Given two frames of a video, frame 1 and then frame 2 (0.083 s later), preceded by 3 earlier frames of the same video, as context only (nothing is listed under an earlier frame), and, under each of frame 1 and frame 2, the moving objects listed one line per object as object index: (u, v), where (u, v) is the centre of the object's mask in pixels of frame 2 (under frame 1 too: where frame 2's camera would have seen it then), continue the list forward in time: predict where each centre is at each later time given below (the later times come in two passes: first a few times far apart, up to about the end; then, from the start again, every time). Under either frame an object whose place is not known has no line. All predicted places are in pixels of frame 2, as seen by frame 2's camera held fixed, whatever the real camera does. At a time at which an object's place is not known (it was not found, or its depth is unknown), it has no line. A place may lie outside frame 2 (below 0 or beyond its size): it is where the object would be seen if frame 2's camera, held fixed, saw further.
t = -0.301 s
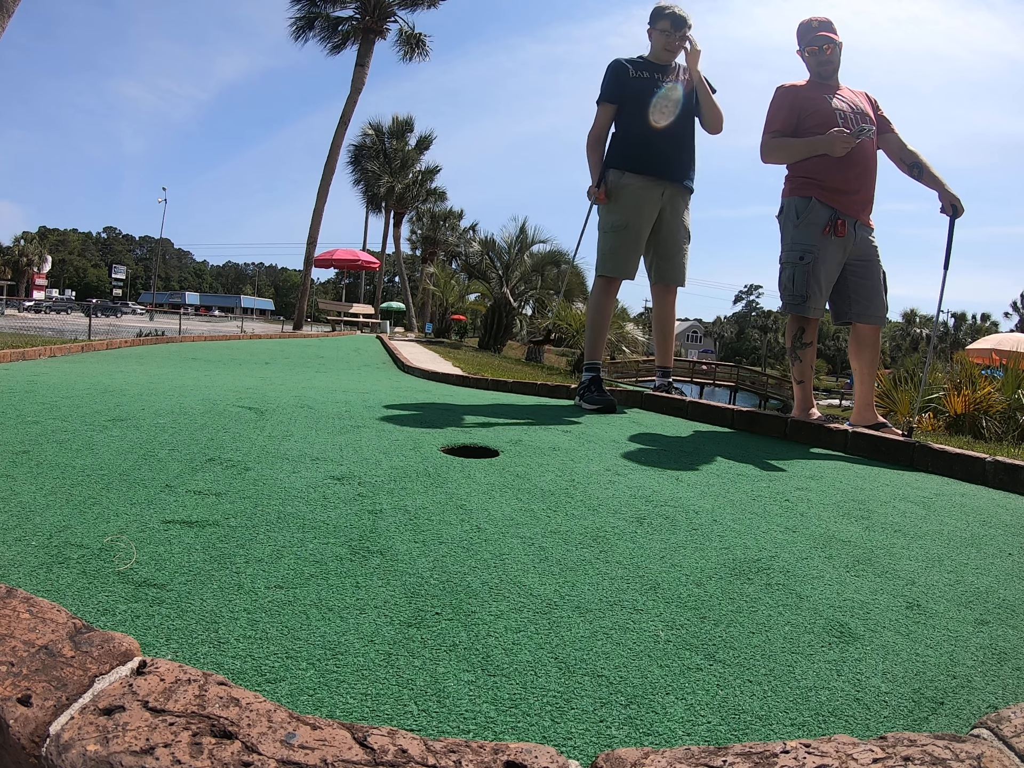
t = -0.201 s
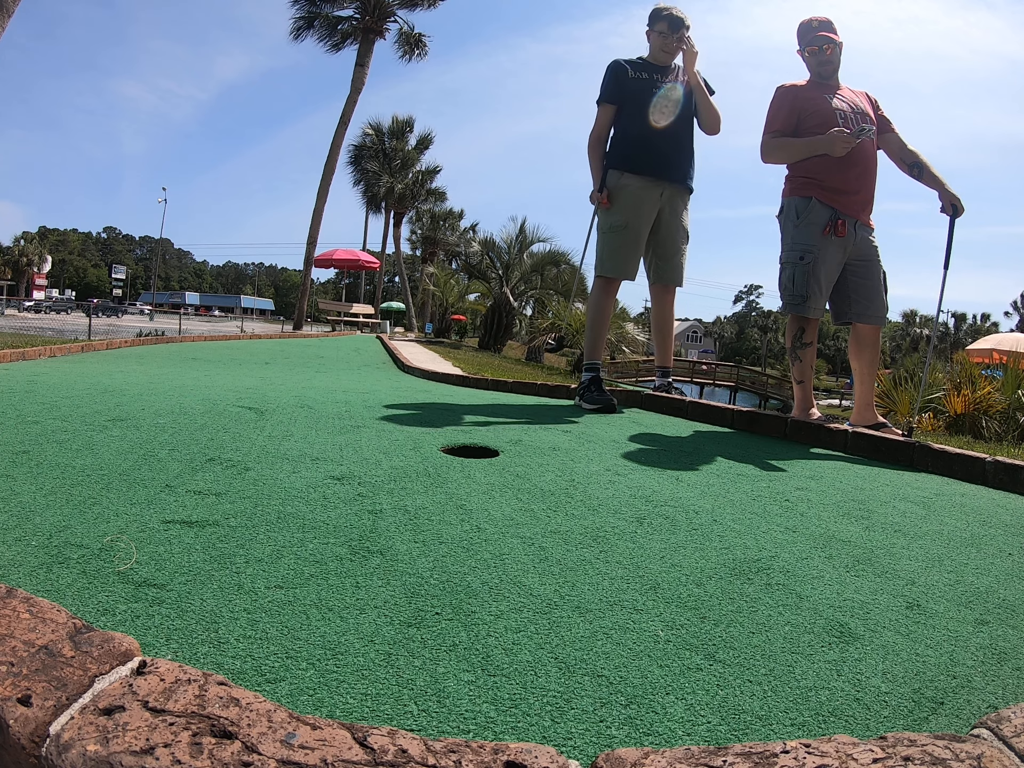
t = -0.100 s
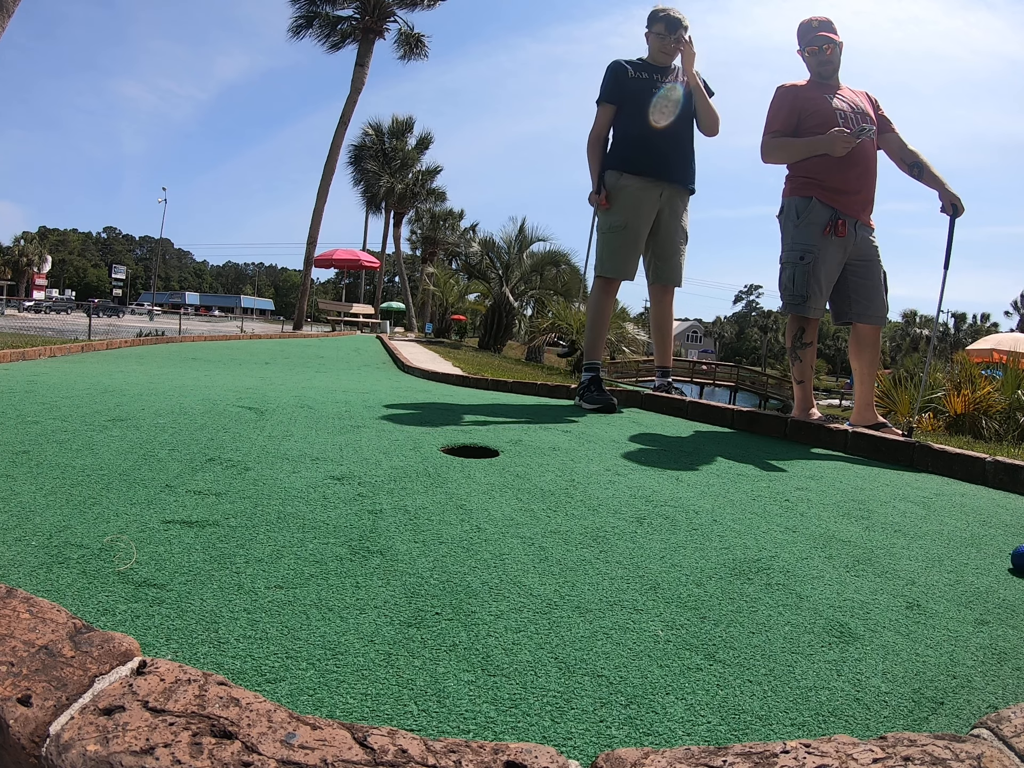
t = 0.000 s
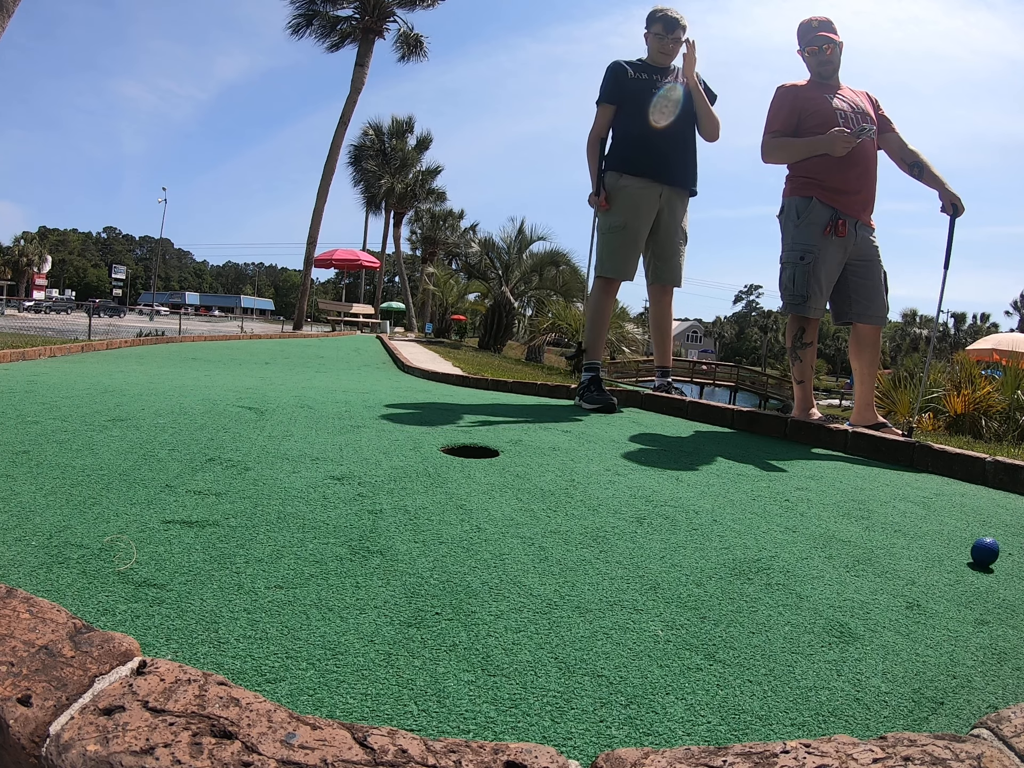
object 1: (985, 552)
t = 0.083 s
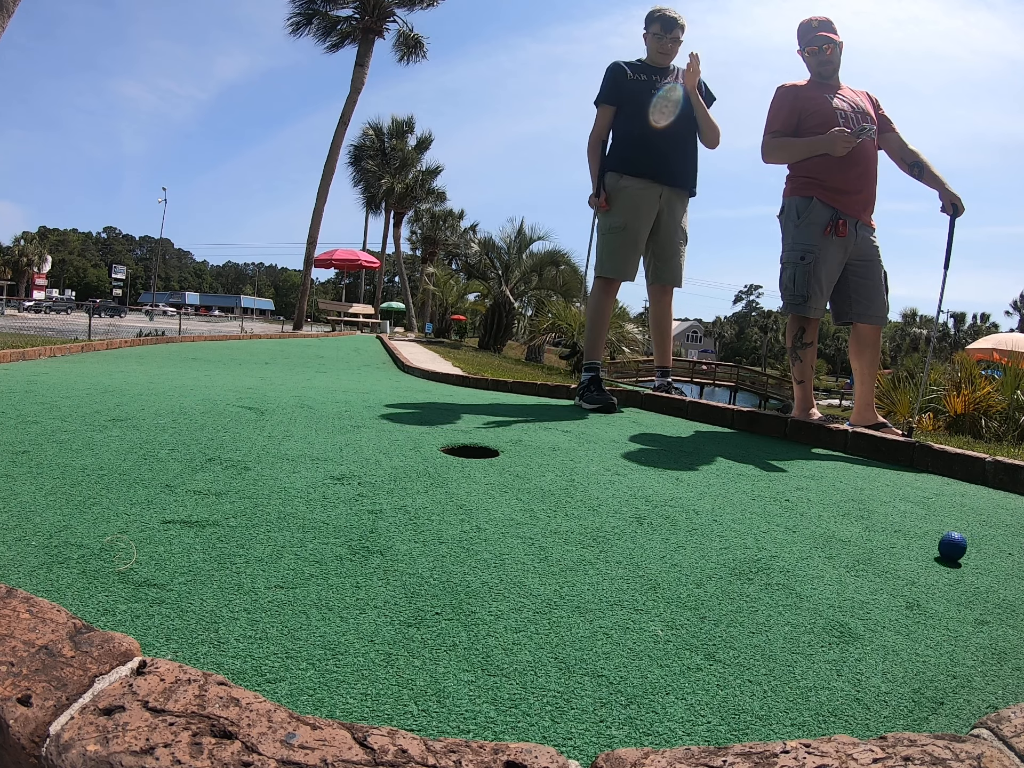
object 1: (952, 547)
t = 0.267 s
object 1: (886, 536)
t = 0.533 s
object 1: (805, 521)
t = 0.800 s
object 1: (744, 508)
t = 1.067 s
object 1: (702, 499)
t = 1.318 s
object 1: (681, 494)
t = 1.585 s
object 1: (674, 492)
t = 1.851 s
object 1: (674, 491)
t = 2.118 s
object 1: (674, 491)
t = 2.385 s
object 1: (674, 491)
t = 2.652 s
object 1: (674, 492)
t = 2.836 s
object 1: (674, 491)
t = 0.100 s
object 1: (946, 546)
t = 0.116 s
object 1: (940, 545)
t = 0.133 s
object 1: (933, 544)
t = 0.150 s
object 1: (927, 543)
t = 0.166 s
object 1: (921, 542)
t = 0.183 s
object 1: (915, 541)
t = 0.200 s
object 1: (909, 540)
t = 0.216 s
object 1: (903, 539)
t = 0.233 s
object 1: (897, 538)
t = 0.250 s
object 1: (892, 536)
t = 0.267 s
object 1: (886, 536)
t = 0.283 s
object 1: (880, 535)
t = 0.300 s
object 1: (875, 534)
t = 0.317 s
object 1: (869, 533)
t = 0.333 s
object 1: (864, 532)
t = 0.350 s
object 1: (859, 531)
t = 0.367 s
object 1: (853, 530)
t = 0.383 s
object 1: (848, 529)
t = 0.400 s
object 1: (843, 528)
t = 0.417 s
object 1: (838, 527)
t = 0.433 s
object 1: (833, 526)
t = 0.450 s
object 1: (828, 525)
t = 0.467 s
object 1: (823, 525)
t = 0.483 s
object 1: (819, 523)
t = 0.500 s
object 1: (814, 522)
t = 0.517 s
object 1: (809, 522)
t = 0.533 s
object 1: (805, 521)
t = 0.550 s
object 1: (801, 520)
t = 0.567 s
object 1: (796, 519)
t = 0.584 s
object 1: (792, 518)
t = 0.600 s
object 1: (788, 518)
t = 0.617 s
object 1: (784, 517)
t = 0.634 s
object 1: (780, 516)
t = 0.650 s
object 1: (776, 515)
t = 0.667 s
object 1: (772, 514)
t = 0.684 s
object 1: (768, 514)
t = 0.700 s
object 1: (765, 513)
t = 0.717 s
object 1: (761, 512)
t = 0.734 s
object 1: (758, 511)
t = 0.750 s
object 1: (754, 511)
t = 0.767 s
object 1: (751, 510)
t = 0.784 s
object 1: (747, 509)
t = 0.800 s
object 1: (744, 508)
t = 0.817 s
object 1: (741, 507)
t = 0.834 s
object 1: (738, 507)
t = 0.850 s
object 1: (735, 506)
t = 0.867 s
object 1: (732, 505)
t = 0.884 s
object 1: (729, 505)
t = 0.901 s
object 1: (726, 505)
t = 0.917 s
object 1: (724, 504)
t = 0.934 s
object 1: (721, 504)
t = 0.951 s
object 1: (718, 503)
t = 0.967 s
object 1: (716, 502)
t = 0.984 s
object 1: (713, 501)
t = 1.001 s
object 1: (711, 501)
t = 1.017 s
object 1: (709, 500)
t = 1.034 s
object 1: (706, 500)
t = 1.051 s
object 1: (704, 500)
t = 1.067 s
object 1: (702, 499)
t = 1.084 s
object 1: (700, 499)
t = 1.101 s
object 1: (698, 498)
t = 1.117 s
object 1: (696, 498)
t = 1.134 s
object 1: (695, 498)
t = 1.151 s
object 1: (693, 497)
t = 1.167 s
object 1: (692, 497)
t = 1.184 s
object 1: (690, 496)
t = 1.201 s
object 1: (689, 496)
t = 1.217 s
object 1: (687, 496)
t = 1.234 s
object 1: (686, 496)
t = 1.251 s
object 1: (685, 496)
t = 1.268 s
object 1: (684, 495)
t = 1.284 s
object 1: (683, 495)
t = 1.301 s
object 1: (682, 495)
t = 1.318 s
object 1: (681, 494)
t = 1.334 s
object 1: (680, 494)
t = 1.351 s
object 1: (680, 494)
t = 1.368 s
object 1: (679, 494)
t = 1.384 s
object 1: (678, 494)
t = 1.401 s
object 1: (677, 494)
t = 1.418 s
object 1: (677, 494)
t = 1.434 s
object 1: (677, 493)
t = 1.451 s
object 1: (676, 493)
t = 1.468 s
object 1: (676, 493)
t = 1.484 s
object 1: (675, 493)
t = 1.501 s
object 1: (675, 493)
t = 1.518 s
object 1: (674, 493)
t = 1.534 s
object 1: (674, 492)
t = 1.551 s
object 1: (674, 492)
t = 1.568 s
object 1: (674, 492)
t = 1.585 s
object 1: (674, 492)
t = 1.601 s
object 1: (674, 492)
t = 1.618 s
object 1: (674, 492)
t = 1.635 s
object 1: (674, 492)
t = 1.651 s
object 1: (674, 492)
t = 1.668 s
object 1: (674, 492)
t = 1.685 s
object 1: (674, 492)
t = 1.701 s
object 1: (674, 492)
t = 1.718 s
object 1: (674, 492)
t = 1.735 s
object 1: (674, 491)
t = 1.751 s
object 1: (674, 491)
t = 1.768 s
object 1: (674, 491)
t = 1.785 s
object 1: (674, 491)
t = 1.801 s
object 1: (674, 491)
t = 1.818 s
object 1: (674, 491)
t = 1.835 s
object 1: (674, 491)
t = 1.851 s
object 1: (674, 491)
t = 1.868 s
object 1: (674, 491)
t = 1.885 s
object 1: (674, 491)
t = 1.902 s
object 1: (674, 491)
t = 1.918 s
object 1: (674, 491)
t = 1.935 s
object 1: (674, 491)
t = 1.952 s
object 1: (674, 491)
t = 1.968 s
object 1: (674, 491)
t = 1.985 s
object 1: (674, 491)
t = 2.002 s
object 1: (674, 491)
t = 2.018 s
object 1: (674, 491)
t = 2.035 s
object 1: (674, 491)
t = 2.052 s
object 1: (674, 491)
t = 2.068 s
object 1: (674, 491)
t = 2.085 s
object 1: (674, 491)
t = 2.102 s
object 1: (674, 491)
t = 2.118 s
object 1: (674, 491)
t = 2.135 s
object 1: (674, 491)
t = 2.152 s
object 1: (674, 491)
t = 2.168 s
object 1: (674, 491)
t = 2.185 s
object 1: (674, 491)
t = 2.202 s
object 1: (674, 491)
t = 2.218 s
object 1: (674, 491)
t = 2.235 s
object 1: (674, 491)
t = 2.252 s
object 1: (674, 491)
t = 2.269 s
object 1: (674, 491)
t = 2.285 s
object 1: (674, 491)
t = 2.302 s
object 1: (674, 491)
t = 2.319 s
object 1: (674, 491)
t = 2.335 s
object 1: (674, 491)
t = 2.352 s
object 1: (674, 491)
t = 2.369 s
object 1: (674, 491)
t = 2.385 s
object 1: (674, 491)
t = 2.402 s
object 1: (674, 491)
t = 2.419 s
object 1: (674, 491)
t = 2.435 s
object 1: (674, 491)
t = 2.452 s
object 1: (674, 491)
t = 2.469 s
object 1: (674, 491)
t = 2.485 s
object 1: (674, 491)
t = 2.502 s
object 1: (674, 491)
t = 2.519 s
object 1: (674, 491)
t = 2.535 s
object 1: (674, 491)
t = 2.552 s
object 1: (674, 491)
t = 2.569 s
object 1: (674, 491)
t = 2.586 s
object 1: (674, 491)
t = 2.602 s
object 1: (674, 491)
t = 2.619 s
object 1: (674, 491)
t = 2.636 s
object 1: (674, 491)
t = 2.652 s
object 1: (674, 492)
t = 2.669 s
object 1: (674, 492)
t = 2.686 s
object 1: (674, 492)
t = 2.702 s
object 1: (674, 492)
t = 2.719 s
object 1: (674, 492)
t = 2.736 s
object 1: (674, 492)
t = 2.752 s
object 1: (674, 492)
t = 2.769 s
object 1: (674, 492)
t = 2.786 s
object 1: (674, 492)
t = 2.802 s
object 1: (674, 491)
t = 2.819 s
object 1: (674, 491)
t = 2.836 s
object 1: (674, 491)
